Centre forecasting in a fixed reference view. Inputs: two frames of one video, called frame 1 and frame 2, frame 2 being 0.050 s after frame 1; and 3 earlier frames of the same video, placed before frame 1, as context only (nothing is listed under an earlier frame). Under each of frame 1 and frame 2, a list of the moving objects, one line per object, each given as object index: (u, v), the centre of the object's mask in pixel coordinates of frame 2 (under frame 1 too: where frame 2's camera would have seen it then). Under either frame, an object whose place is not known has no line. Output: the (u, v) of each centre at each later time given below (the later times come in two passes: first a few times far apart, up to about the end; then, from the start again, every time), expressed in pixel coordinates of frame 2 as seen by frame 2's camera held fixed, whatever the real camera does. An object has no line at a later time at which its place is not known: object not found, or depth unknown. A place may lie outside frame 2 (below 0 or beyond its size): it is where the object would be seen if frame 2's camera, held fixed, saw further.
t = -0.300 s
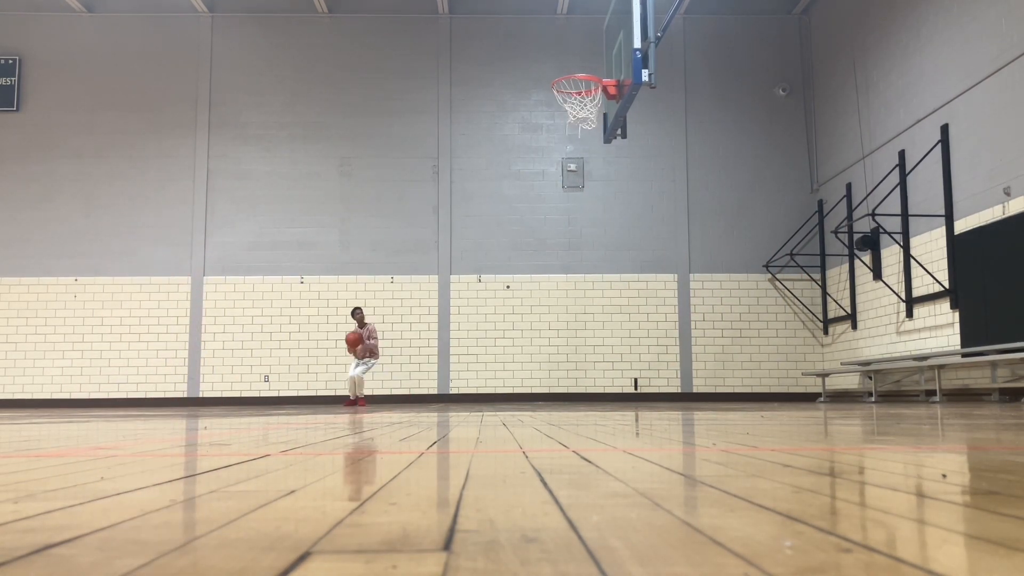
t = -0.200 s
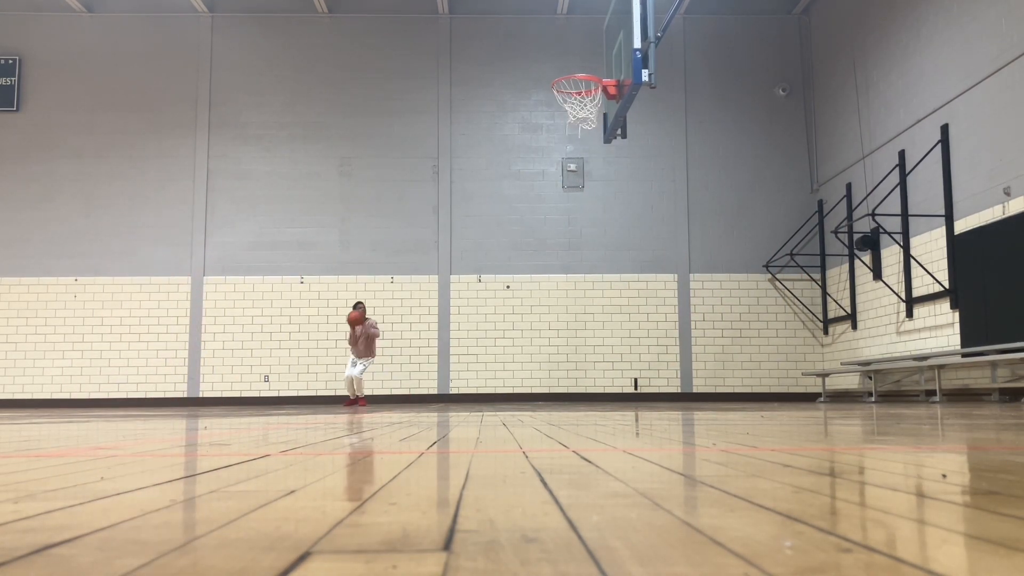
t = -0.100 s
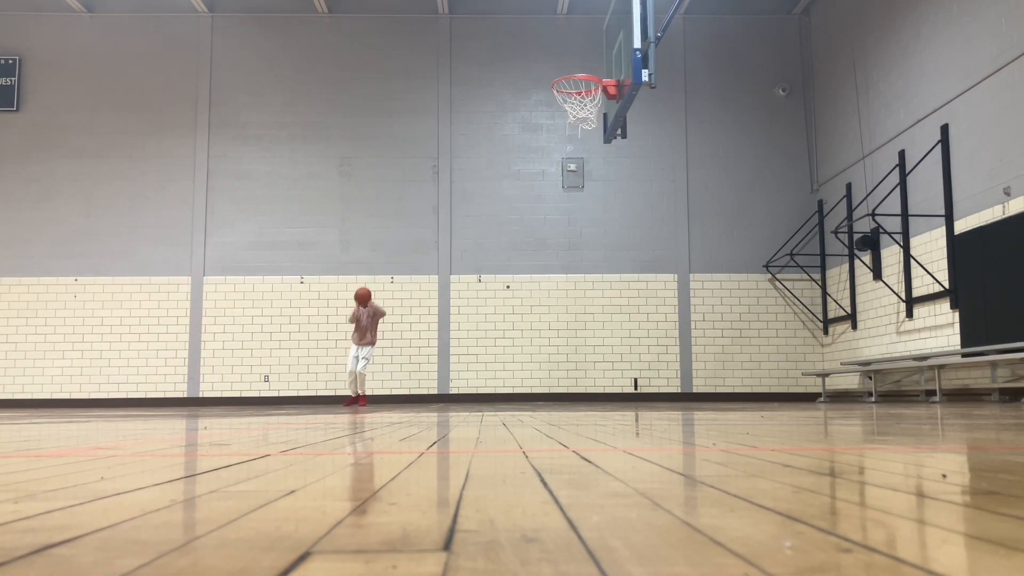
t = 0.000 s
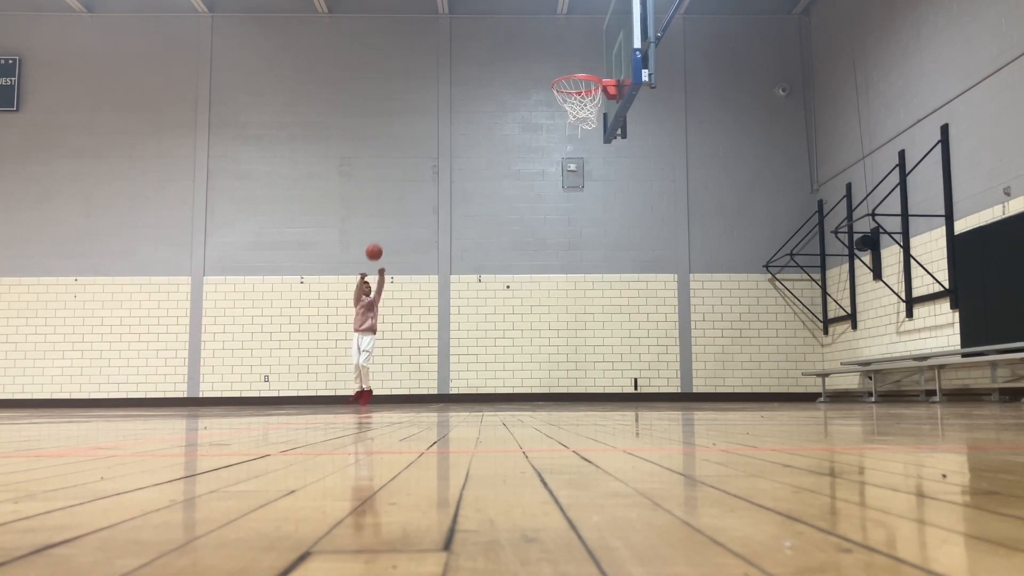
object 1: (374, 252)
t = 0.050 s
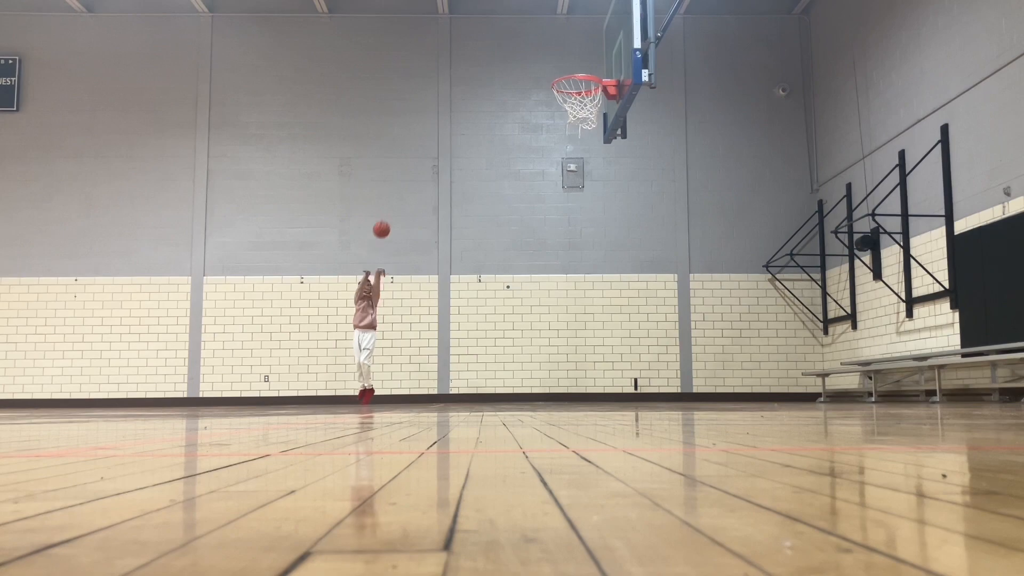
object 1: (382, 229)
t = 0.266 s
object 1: (416, 144)
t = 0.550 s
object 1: (470, 70)
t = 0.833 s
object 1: (538, 53)
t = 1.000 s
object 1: (589, 71)
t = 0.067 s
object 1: (384, 222)
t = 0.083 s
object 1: (387, 214)
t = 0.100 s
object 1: (389, 208)
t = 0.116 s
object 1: (392, 200)
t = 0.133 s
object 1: (394, 193)
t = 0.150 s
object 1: (397, 187)
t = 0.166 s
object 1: (400, 180)
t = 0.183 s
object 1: (402, 174)
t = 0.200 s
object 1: (405, 168)
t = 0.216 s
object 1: (408, 161)
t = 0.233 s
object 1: (411, 155)
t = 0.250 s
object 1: (413, 149)
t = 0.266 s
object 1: (416, 144)
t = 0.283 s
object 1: (419, 138)
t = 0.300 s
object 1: (422, 132)
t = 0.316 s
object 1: (425, 127)
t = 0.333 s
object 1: (428, 122)
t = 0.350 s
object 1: (431, 117)
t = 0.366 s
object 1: (434, 112)
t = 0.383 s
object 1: (437, 107)
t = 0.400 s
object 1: (440, 103)
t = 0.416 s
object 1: (443, 99)
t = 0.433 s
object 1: (447, 94)
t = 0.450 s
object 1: (450, 90)
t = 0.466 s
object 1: (453, 86)
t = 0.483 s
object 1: (456, 83)
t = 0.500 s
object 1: (460, 79)
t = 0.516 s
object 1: (463, 76)
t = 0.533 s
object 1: (467, 73)
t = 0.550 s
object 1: (470, 70)
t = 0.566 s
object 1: (474, 67)
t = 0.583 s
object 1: (477, 65)
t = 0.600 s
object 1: (481, 62)
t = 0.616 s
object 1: (485, 60)
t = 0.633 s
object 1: (488, 58)
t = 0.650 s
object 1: (492, 56)
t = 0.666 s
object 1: (496, 55)
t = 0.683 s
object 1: (500, 54)
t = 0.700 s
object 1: (504, 53)
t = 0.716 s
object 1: (508, 52)
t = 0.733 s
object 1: (512, 52)
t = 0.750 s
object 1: (516, 51)
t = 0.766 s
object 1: (520, 51)
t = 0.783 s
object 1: (524, 51)
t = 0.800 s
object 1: (529, 52)
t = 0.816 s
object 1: (533, 52)
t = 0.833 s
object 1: (538, 53)
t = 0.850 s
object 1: (542, 55)
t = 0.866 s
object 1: (547, 56)
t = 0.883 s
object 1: (552, 58)
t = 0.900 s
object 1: (557, 60)
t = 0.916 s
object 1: (562, 63)
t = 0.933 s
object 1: (566, 65)
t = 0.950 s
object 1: (571, 66)
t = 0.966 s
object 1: (577, 68)
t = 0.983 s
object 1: (583, 69)
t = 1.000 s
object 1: (589, 71)
